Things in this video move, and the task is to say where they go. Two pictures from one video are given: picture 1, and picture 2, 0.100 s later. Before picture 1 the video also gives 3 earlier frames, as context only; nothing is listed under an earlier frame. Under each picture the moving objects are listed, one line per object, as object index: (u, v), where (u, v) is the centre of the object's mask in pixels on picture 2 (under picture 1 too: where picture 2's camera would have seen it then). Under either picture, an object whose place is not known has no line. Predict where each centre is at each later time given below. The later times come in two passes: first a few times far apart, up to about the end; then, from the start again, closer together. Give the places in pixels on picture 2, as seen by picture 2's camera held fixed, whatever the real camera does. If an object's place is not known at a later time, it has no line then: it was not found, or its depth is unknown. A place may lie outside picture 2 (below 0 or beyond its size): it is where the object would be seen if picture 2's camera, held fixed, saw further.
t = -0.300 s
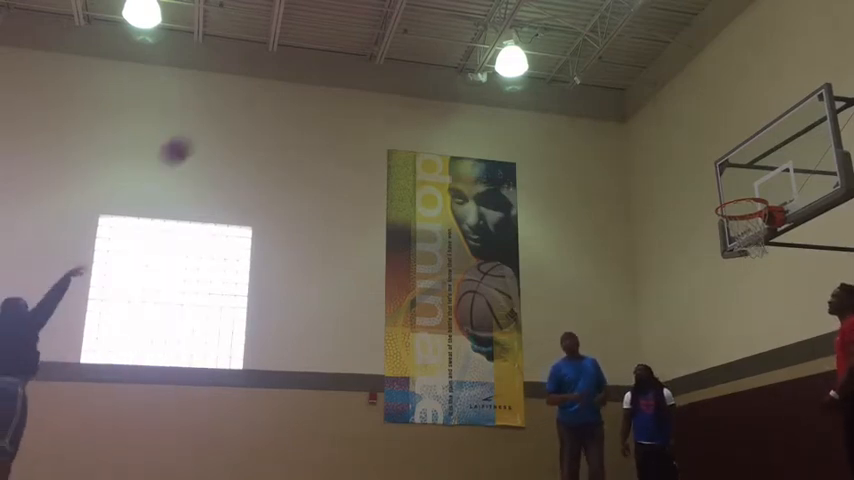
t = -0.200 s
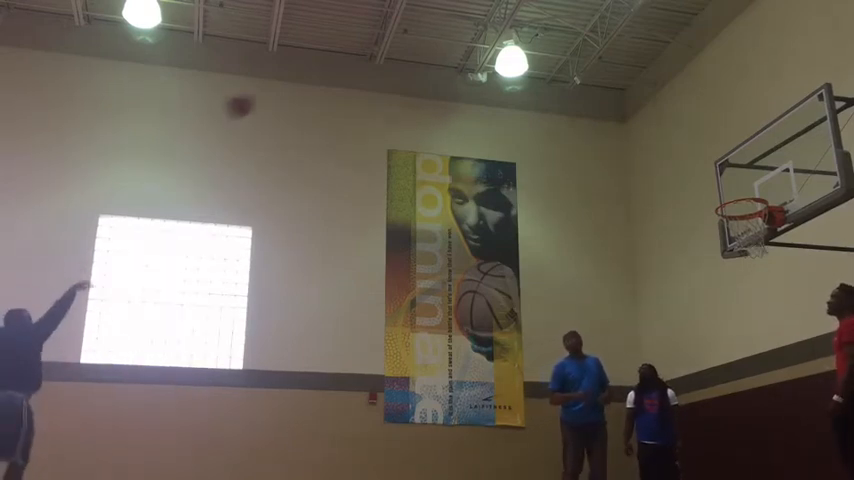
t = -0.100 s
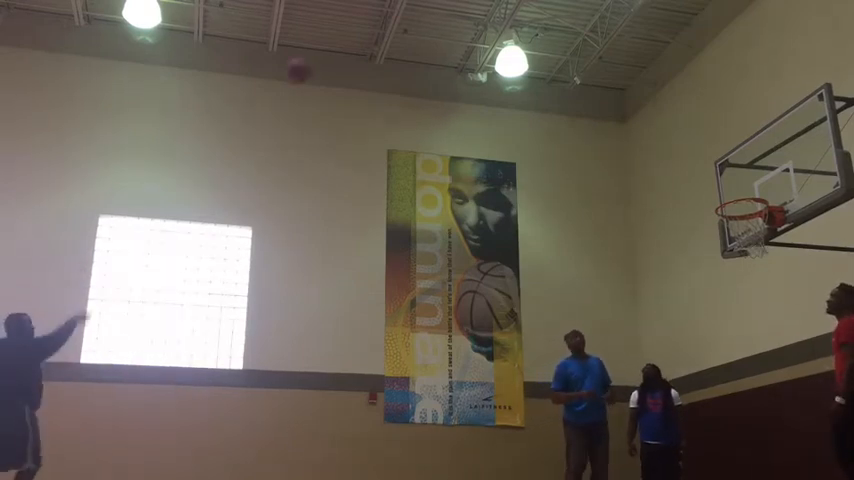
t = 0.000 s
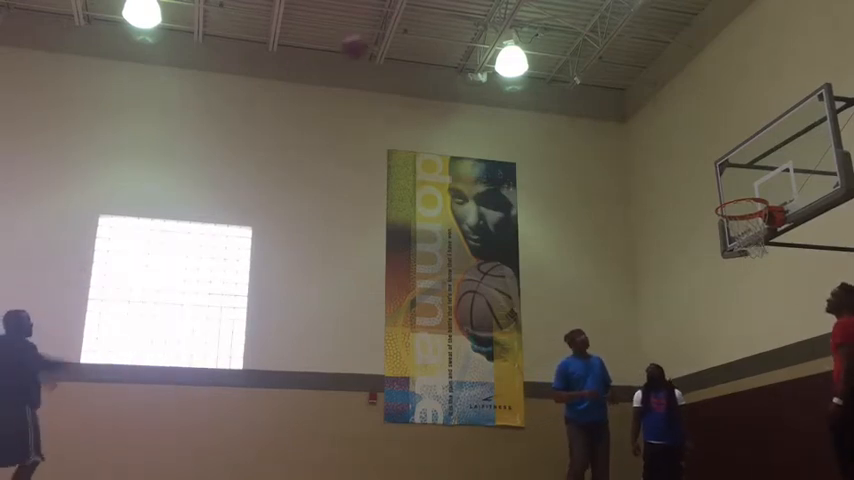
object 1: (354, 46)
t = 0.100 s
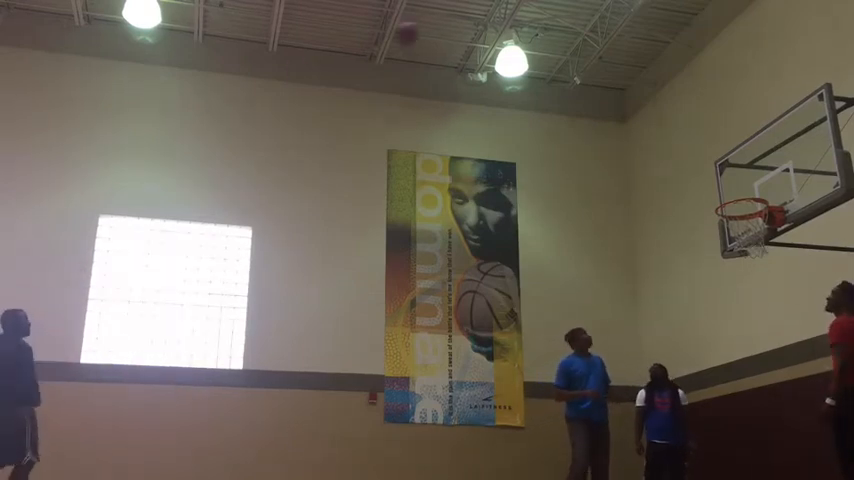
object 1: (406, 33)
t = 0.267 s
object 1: (488, 29)
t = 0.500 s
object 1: (602, 65)
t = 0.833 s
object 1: (766, 188)
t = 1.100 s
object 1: (645, 200)
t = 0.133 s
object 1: (424, 30)
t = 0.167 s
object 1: (440, 29)
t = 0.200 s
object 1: (457, 29)
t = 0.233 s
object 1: (473, 29)
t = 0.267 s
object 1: (488, 29)
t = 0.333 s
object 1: (524, 36)
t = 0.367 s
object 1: (539, 40)
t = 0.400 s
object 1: (555, 46)
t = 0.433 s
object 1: (571, 51)
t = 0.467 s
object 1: (586, 59)
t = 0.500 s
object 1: (602, 65)
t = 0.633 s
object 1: (669, 104)
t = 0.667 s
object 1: (685, 115)
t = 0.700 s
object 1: (702, 128)
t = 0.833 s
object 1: (766, 188)
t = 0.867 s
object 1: (757, 195)
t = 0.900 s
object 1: (741, 193)
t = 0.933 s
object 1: (725, 192)
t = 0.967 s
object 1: (707, 191)
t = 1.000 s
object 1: (691, 192)
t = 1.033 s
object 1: (676, 194)
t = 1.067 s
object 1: (660, 197)
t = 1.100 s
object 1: (645, 200)
